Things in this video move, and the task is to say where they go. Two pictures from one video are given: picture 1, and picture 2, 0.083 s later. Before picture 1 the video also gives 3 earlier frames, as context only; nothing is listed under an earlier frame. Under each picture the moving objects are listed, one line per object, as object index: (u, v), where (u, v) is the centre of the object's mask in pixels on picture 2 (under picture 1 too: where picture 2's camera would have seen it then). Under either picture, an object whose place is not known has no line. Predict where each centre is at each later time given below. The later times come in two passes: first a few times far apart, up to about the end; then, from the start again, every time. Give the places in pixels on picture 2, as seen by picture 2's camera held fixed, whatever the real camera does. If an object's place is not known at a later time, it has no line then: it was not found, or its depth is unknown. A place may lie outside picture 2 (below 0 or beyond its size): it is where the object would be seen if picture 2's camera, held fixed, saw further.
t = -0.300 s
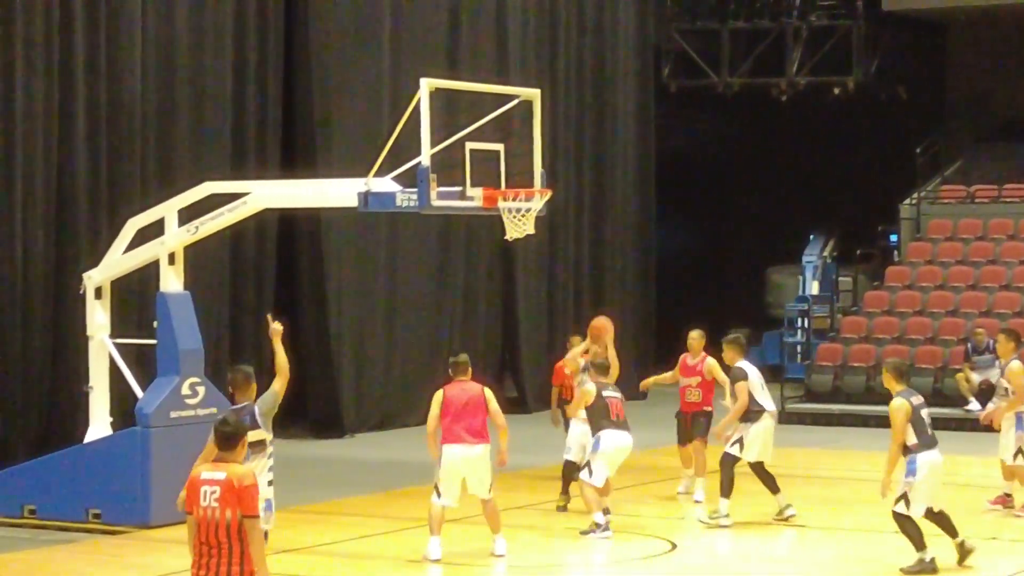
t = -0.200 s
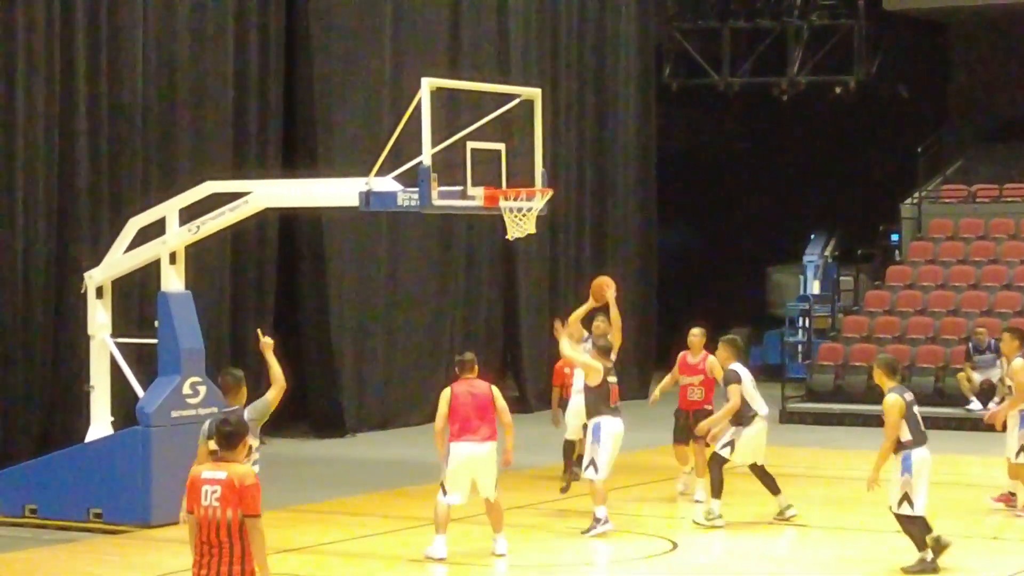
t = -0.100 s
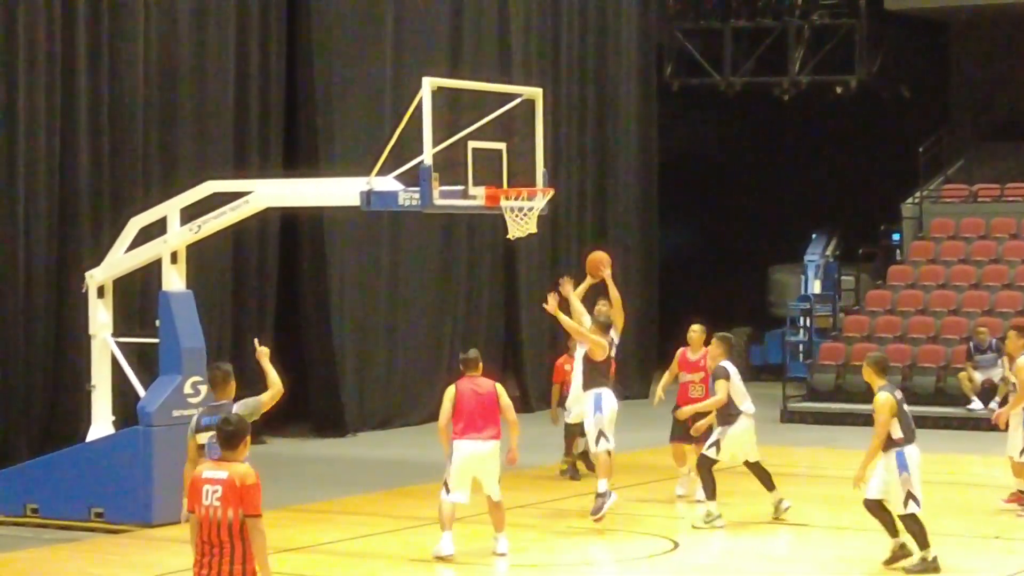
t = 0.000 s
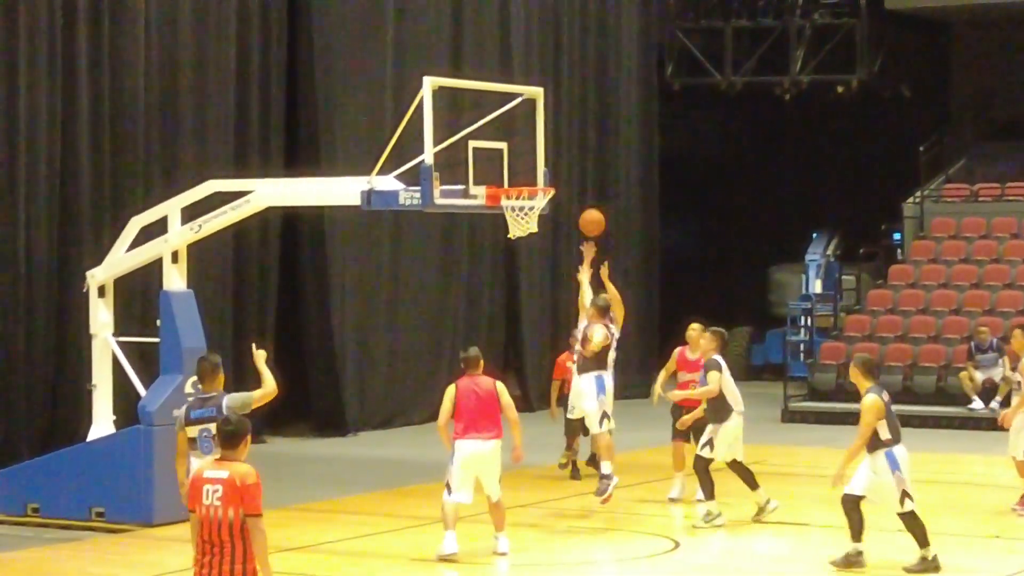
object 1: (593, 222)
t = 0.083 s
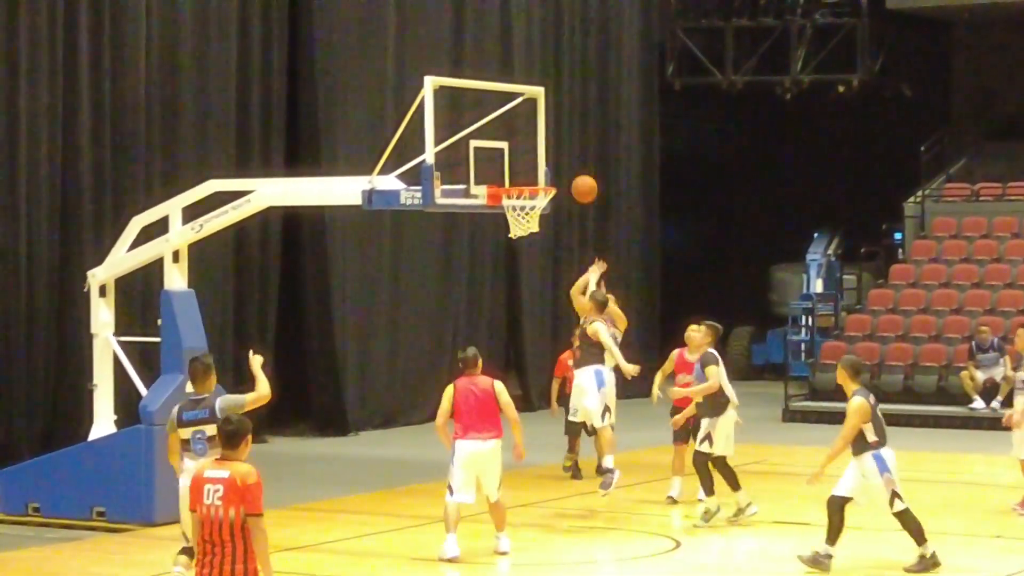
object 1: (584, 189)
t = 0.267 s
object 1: (565, 139)
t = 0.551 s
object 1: (594, 144)
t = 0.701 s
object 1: (621, 184)
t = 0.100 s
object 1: (583, 183)
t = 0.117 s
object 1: (581, 178)
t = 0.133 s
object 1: (579, 172)
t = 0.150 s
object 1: (578, 167)
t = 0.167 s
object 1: (576, 162)
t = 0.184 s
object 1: (574, 158)
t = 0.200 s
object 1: (572, 154)
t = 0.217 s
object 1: (571, 150)
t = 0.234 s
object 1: (569, 146)
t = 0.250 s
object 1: (567, 143)
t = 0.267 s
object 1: (565, 139)
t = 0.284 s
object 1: (563, 137)
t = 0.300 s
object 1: (562, 134)
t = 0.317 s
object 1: (560, 132)
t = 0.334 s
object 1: (558, 130)
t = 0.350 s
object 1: (558, 128)
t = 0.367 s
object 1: (561, 128)
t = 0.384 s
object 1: (564, 128)
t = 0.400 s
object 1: (567, 128)
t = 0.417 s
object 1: (570, 129)
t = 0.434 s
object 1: (573, 130)
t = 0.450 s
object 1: (576, 131)
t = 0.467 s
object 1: (579, 132)
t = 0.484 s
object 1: (582, 134)
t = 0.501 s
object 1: (585, 136)
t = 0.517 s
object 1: (588, 138)
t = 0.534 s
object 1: (591, 141)
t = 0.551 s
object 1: (594, 144)
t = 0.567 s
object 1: (597, 147)
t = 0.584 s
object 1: (600, 150)
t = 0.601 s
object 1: (603, 154)
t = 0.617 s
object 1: (606, 159)
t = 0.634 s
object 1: (609, 163)
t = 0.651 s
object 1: (612, 168)
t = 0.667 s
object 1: (615, 173)
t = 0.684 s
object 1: (618, 178)
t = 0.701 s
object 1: (621, 184)
